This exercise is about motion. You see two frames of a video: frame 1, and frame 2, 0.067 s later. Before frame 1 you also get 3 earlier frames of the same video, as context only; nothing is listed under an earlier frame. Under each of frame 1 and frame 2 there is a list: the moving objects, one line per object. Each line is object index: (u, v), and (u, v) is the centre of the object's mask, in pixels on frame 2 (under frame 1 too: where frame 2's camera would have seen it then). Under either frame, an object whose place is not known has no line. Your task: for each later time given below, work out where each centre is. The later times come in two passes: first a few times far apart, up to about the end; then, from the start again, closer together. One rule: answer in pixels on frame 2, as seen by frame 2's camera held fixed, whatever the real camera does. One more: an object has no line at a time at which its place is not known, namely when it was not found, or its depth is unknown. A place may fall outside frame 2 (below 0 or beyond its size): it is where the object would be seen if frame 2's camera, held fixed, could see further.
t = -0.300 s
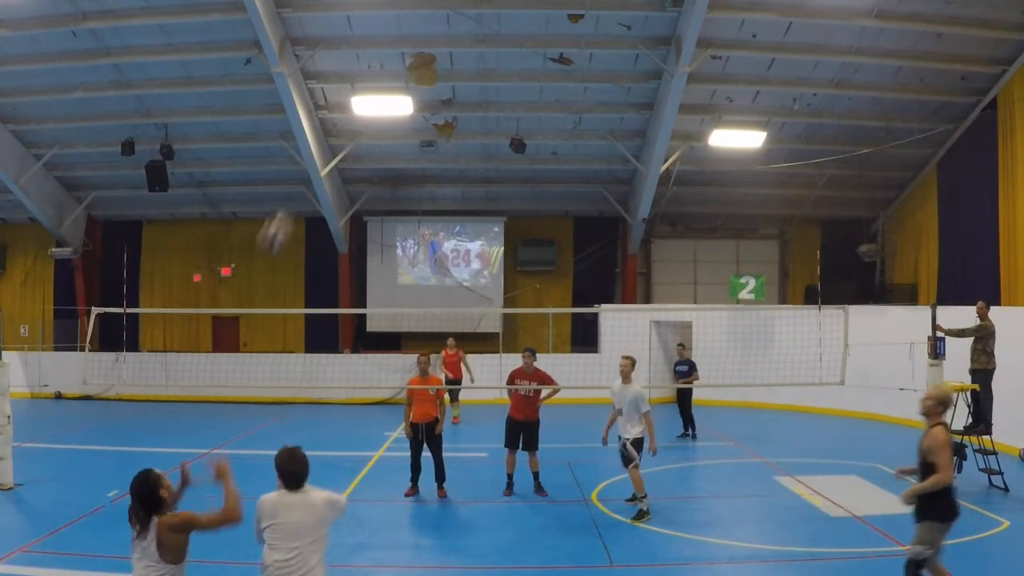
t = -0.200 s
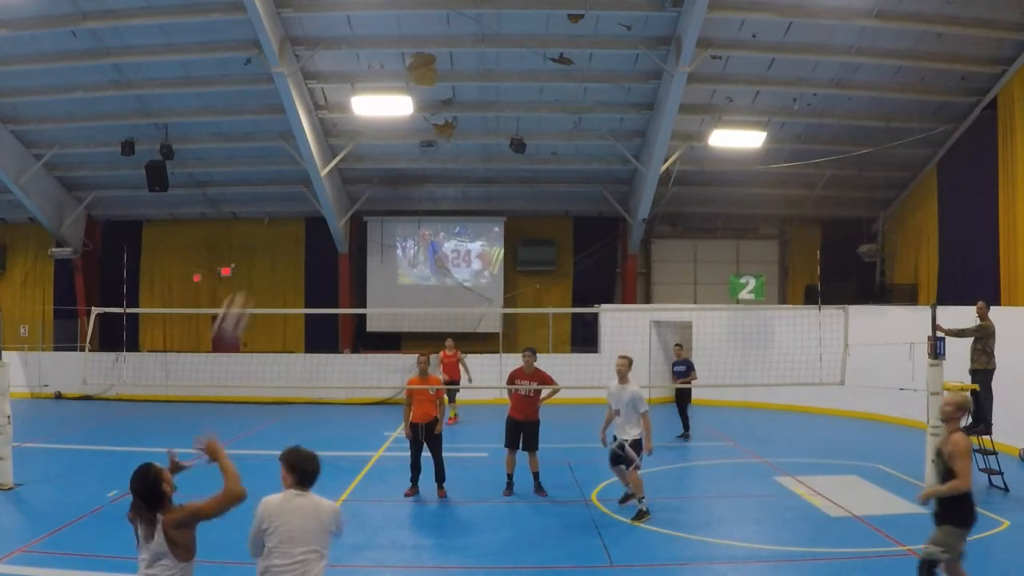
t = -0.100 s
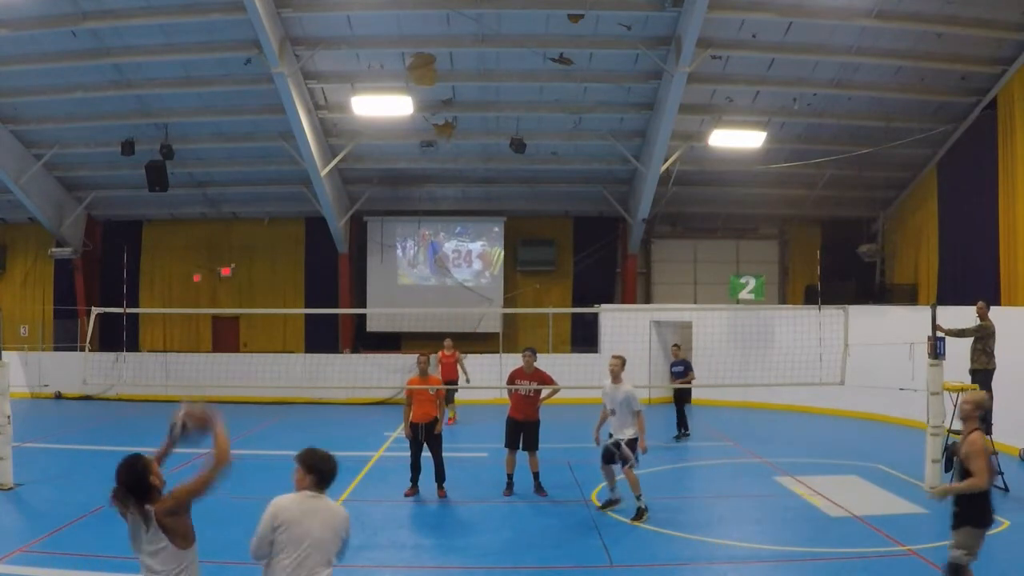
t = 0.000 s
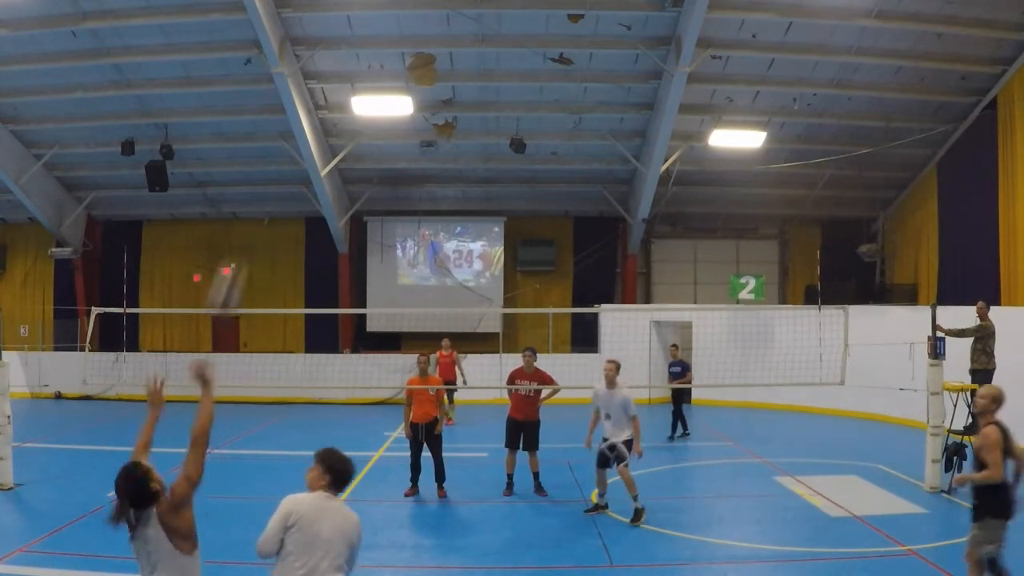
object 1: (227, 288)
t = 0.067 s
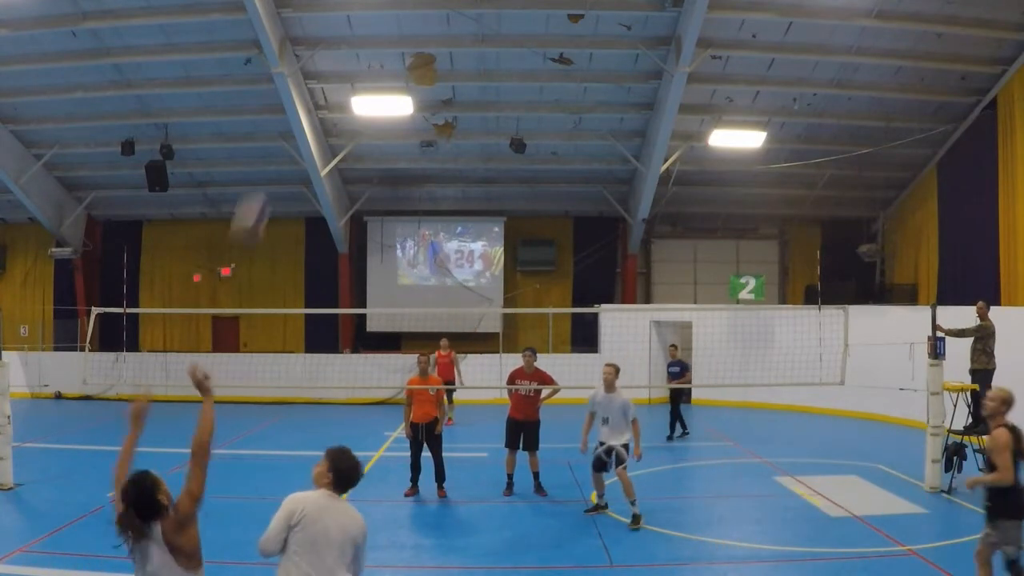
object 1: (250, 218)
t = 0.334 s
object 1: (329, 55)
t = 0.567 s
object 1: (378, 24)
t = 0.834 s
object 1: (422, 65)
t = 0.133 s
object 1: (272, 155)
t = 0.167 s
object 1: (280, 135)
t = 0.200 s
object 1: (290, 116)
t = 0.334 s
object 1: (329, 55)
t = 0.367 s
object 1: (336, 46)
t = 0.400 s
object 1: (344, 37)
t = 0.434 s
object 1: (353, 30)
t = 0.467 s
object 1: (359, 26)
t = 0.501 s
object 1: (366, 24)
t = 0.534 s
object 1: (372, 23)
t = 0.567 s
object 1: (378, 24)
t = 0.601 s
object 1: (385, 25)
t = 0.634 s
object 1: (391, 27)
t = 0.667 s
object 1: (396, 31)
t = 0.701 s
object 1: (400, 36)
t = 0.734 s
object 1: (406, 41)
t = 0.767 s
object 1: (412, 51)
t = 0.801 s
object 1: (416, 60)
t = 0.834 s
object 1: (422, 65)
